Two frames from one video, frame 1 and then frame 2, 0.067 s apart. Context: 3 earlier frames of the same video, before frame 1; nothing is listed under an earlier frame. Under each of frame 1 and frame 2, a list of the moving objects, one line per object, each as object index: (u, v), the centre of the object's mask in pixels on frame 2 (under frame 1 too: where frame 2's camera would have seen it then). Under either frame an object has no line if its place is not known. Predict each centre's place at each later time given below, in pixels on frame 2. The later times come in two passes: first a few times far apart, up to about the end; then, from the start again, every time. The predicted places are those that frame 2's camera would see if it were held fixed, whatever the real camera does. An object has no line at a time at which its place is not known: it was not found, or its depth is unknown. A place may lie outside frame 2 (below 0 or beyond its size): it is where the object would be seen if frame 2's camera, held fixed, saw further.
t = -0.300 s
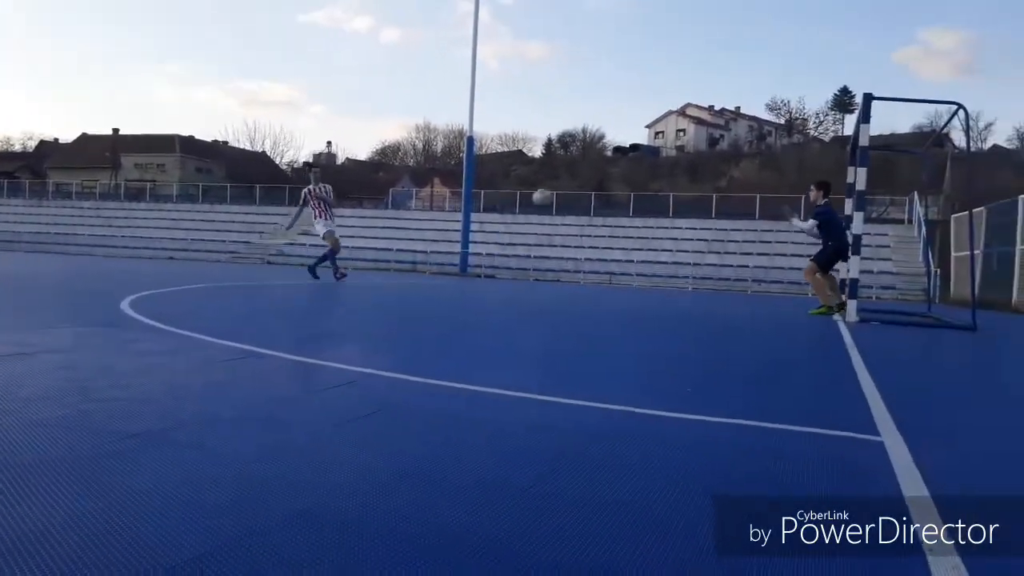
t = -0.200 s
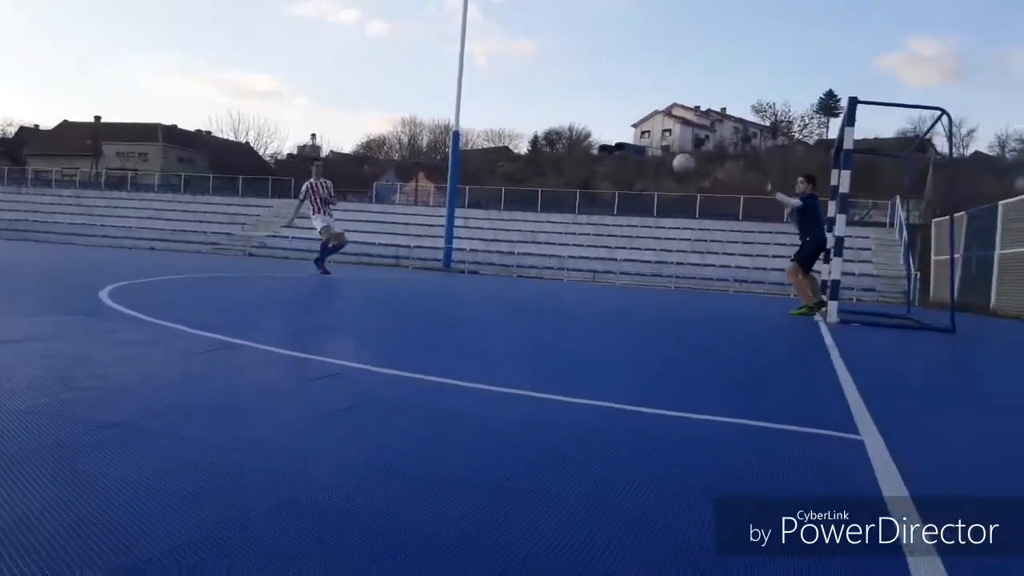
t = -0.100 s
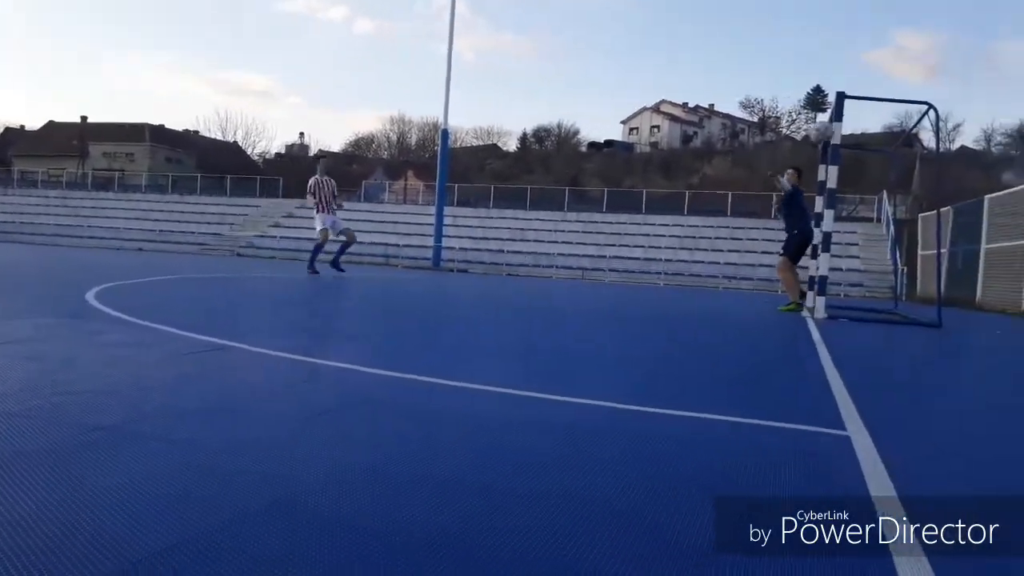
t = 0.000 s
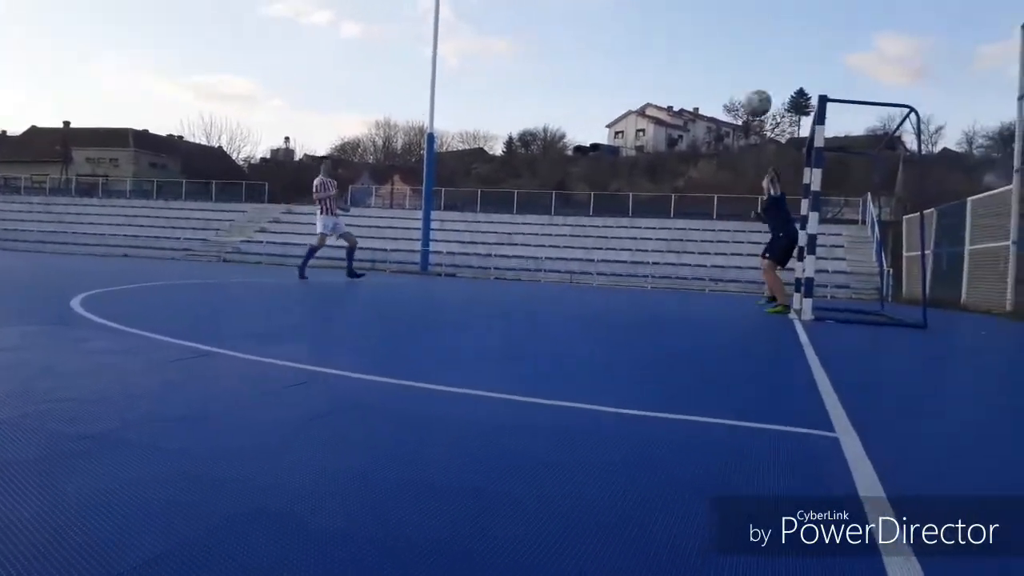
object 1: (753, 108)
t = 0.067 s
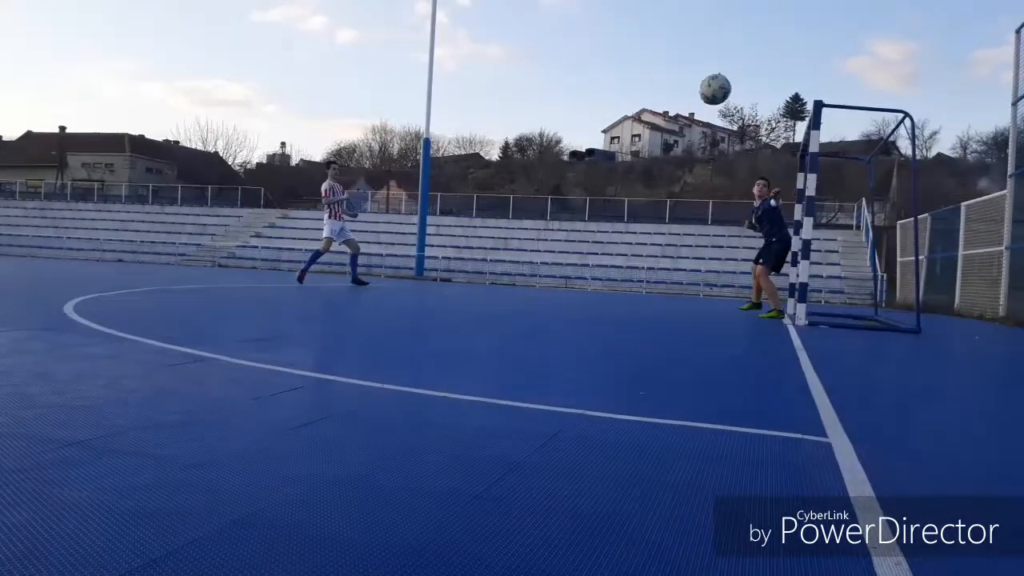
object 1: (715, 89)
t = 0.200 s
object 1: (612, 58)
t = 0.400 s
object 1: (300, 51)
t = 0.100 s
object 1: (692, 81)
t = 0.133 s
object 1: (667, 72)
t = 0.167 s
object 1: (641, 64)
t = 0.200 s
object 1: (612, 58)
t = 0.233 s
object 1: (577, 52)
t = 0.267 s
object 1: (539, 47)
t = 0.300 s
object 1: (495, 44)
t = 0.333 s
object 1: (442, 44)
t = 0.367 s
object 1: (377, 46)
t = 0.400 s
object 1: (300, 51)
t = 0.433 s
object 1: (202, 63)
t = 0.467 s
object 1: (72, 85)
